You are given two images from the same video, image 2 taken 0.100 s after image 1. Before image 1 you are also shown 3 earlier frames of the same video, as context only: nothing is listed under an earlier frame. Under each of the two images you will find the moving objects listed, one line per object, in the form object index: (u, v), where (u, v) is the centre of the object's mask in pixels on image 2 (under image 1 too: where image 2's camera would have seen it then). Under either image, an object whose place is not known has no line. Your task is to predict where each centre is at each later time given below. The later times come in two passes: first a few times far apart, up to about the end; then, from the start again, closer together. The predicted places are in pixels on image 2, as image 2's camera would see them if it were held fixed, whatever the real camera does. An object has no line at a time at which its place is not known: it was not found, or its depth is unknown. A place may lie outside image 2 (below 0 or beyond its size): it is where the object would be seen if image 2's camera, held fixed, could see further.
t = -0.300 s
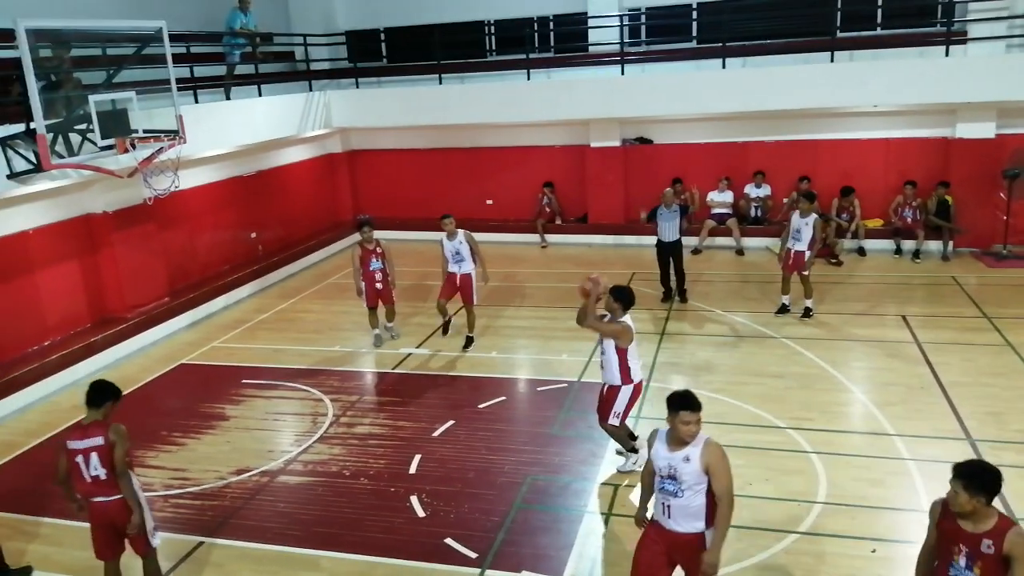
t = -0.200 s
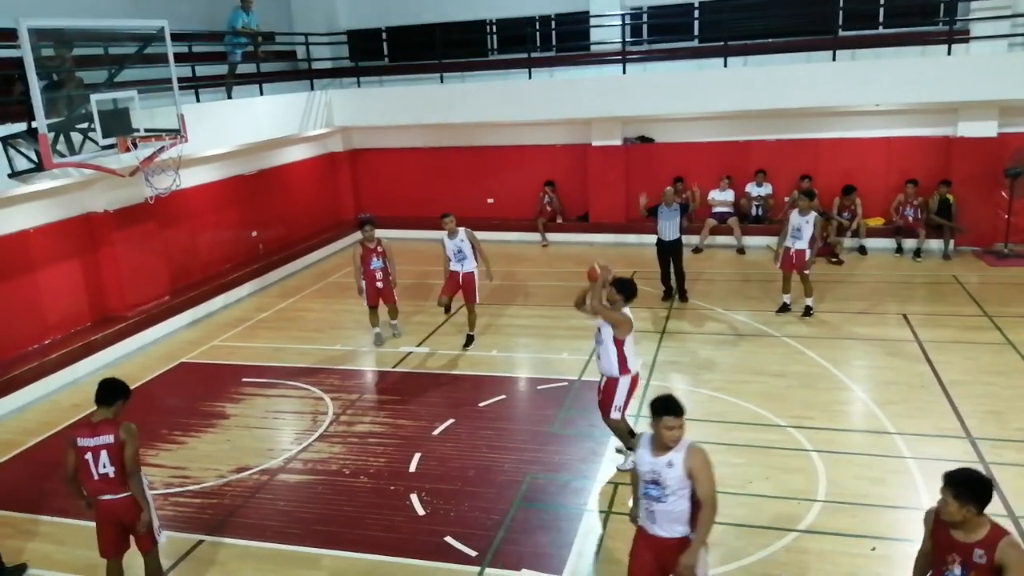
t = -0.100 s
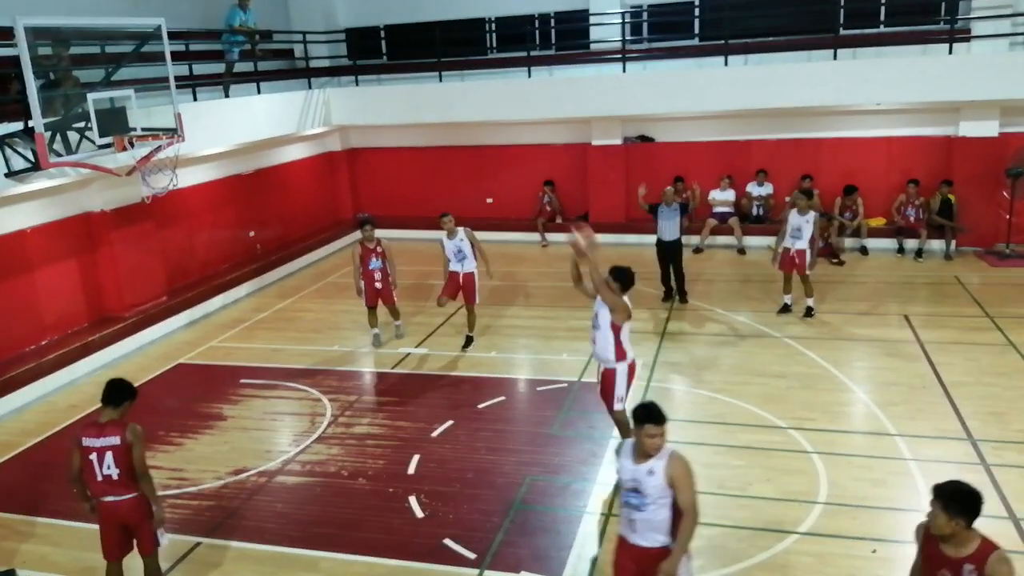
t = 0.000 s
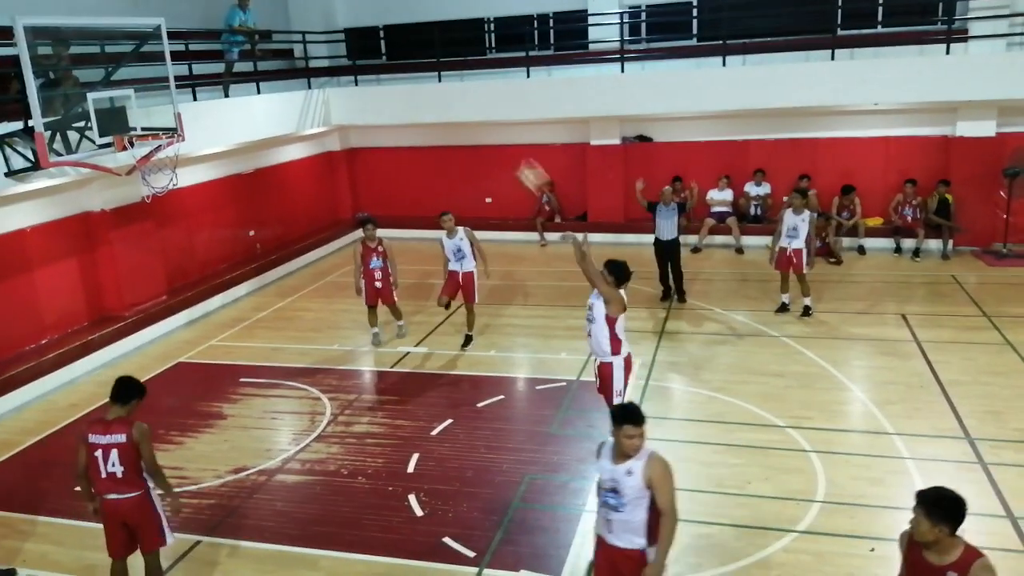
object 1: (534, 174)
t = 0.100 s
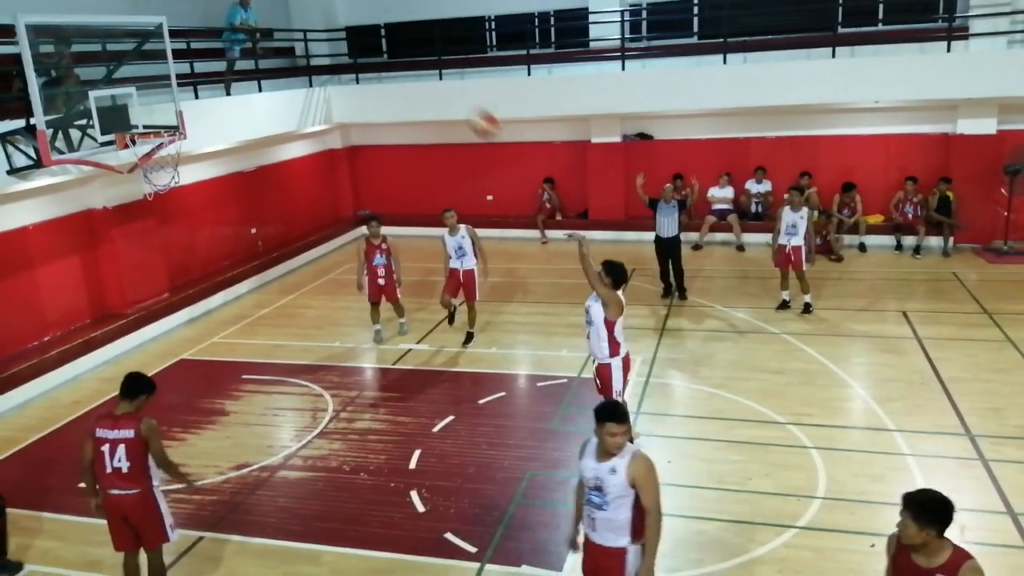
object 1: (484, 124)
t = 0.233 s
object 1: (417, 68)
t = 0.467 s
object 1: (309, 25)
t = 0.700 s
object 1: (216, 43)
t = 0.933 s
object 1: (140, 117)
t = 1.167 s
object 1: (126, 58)
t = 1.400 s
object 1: (139, 51)
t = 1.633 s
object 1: (162, 107)
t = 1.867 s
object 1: (153, 137)
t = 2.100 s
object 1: (180, 155)
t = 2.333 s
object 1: (171, 173)
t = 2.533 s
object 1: (165, 212)
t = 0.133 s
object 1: (468, 109)
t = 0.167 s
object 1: (451, 95)
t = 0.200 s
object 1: (434, 81)
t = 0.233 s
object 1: (417, 68)
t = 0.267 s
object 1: (401, 58)
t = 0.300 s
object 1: (386, 50)
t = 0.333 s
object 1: (370, 43)
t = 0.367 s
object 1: (356, 37)
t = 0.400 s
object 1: (341, 31)
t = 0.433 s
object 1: (324, 27)
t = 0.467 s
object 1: (309, 25)
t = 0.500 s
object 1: (294, 24)
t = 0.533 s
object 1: (280, 24)
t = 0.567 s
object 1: (267, 25)
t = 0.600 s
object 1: (254, 28)
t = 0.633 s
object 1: (240, 33)
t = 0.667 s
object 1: (228, 37)
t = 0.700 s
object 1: (216, 43)
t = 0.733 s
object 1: (203, 50)
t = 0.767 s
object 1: (192, 59)
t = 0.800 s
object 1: (181, 68)
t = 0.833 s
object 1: (169, 79)
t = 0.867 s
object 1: (160, 90)
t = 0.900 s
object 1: (149, 104)
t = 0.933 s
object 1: (140, 117)
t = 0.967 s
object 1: (134, 114)
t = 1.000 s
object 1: (129, 100)
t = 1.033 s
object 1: (126, 87)
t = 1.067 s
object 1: (125, 79)
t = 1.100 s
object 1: (126, 71)
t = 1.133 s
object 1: (125, 65)
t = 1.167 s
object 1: (126, 58)
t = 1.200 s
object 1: (127, 53)
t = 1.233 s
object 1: (129, 49)
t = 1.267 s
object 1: (131, 46)
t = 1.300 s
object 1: (134, 45)
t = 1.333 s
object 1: (136, 46)
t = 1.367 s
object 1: (137, 48)
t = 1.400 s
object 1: (139, 51)
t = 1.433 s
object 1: (142, 55)
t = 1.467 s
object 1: (145, 61)
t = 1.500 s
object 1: (148, 68)
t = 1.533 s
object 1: (151, 77)
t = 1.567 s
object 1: (153, 86)
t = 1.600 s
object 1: (158, 96)
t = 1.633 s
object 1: (162, 107)
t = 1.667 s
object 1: (166, 120)
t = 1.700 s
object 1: (163, 122)
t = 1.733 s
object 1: (156, 124)
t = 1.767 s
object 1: (151, 129)
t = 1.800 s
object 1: (148, 132)
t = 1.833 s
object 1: (150, 135)
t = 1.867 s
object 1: (153, 137)
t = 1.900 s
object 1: (162, 141)
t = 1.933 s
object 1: (169, 146)
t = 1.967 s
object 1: (173, 148)
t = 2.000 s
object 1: (176, 150)
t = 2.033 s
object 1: (178, 151)
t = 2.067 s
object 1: (180, 154)
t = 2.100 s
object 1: (180, 155)
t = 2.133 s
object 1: (180, 156)
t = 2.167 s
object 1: (180, 159)
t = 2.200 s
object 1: (181, 163)
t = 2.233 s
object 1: (180, 166)
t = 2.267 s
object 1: (177, 169)
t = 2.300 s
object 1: (173, 169)
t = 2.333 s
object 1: (171, 173)
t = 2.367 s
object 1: (170, 177)
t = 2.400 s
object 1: (169, 181)
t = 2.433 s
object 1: (166, 188)
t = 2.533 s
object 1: (165, 212)
